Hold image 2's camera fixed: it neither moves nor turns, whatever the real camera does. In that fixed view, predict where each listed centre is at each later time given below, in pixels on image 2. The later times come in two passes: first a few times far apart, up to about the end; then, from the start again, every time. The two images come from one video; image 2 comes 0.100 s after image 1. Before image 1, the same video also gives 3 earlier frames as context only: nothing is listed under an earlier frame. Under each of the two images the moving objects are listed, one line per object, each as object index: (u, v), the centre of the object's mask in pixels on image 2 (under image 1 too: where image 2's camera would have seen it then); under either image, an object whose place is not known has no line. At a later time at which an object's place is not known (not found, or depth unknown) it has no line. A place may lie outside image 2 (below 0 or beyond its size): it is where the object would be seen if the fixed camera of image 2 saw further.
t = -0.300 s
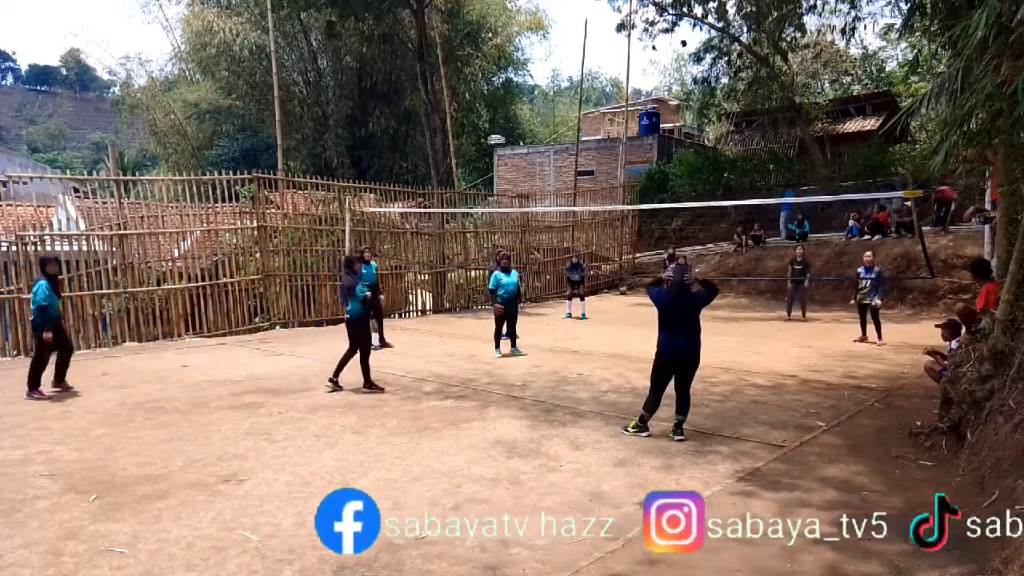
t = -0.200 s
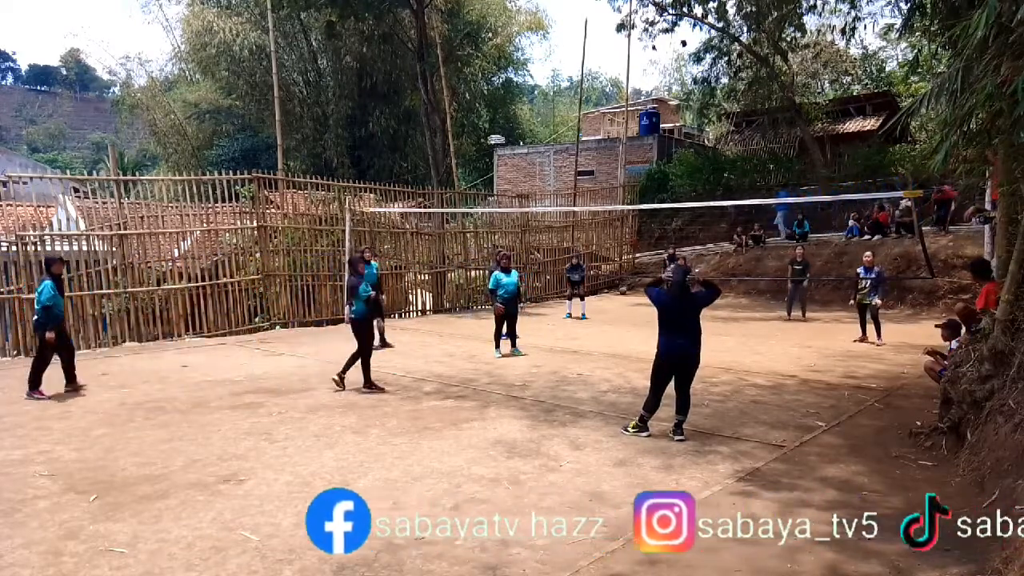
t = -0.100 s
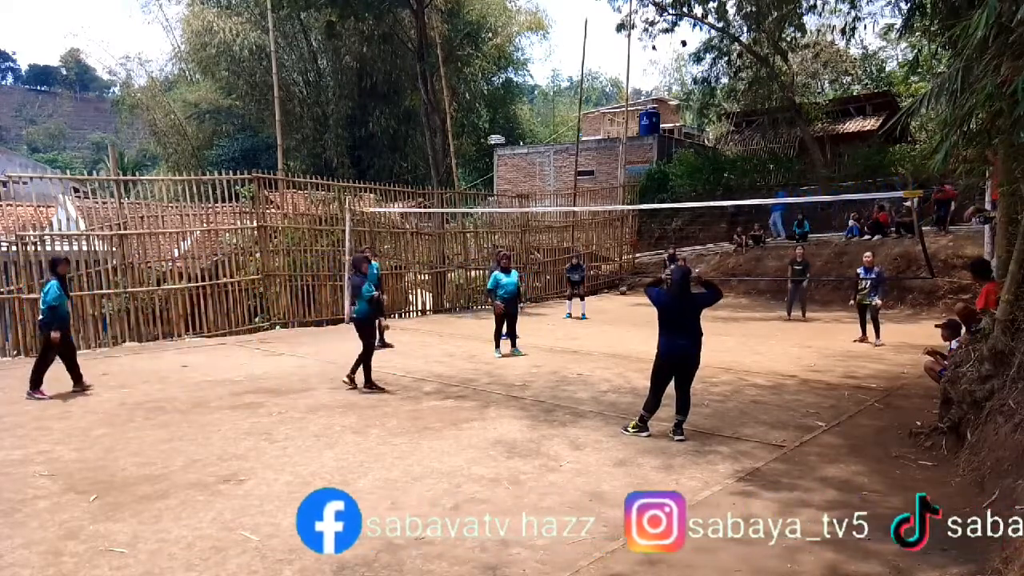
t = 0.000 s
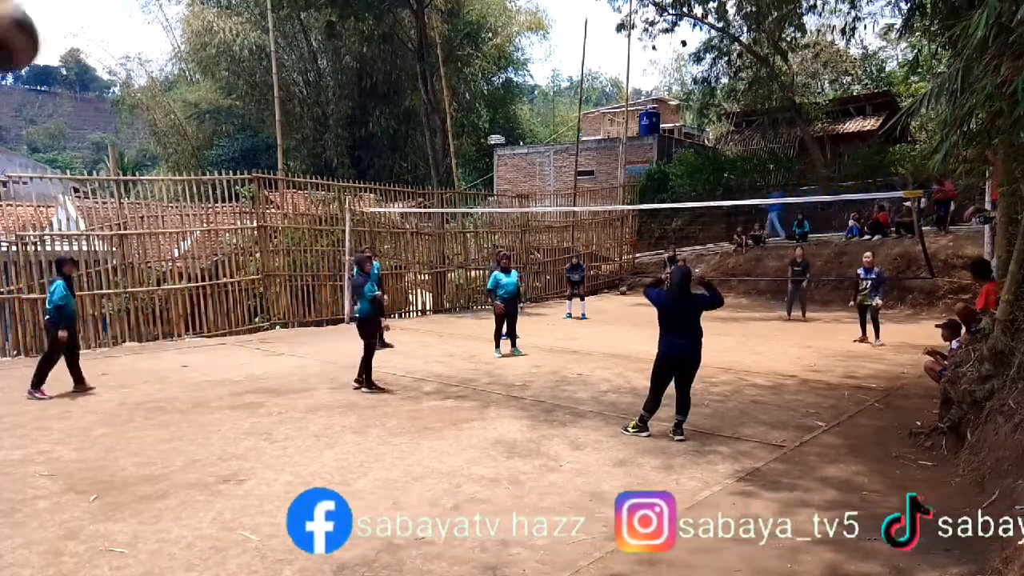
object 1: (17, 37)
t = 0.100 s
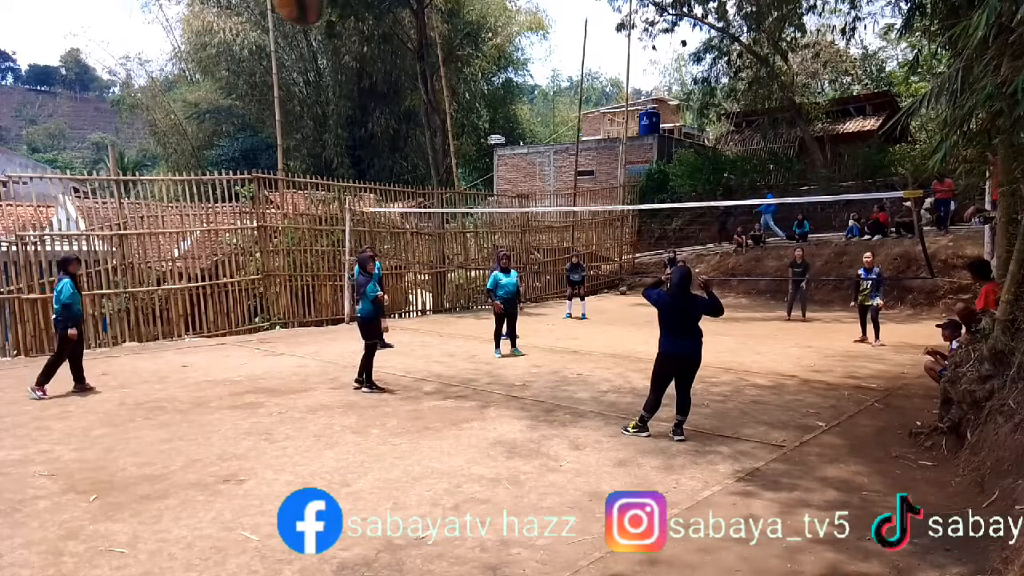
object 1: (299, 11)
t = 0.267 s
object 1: (497, 12)
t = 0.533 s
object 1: (613, 73)
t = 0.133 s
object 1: (352, 8)
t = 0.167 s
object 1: (404, 10)
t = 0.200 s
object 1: (441, 8)
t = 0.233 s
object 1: (471, 10)
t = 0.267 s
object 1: (497, 12)
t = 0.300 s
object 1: (520, 17)
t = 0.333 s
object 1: (538, 25)
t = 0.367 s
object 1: (555, 32)
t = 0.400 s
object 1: (570, 39)
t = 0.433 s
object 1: (582, 47)
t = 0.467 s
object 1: (593, 56)
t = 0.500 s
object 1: (603, 64)
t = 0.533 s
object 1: (613, 73)
